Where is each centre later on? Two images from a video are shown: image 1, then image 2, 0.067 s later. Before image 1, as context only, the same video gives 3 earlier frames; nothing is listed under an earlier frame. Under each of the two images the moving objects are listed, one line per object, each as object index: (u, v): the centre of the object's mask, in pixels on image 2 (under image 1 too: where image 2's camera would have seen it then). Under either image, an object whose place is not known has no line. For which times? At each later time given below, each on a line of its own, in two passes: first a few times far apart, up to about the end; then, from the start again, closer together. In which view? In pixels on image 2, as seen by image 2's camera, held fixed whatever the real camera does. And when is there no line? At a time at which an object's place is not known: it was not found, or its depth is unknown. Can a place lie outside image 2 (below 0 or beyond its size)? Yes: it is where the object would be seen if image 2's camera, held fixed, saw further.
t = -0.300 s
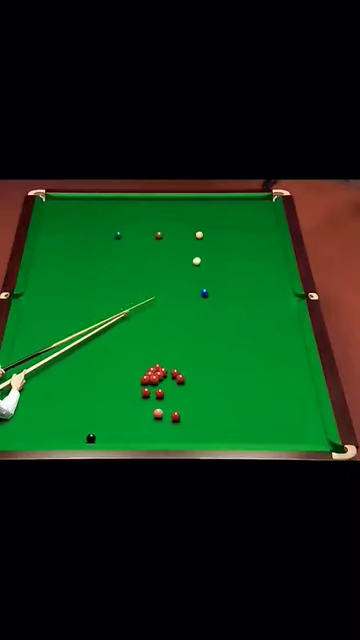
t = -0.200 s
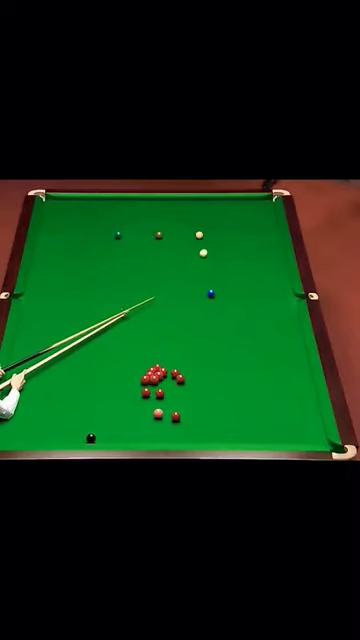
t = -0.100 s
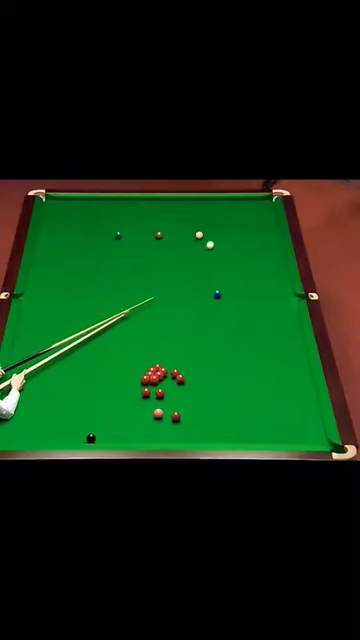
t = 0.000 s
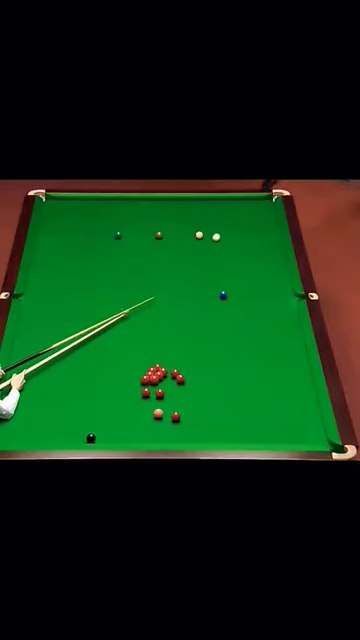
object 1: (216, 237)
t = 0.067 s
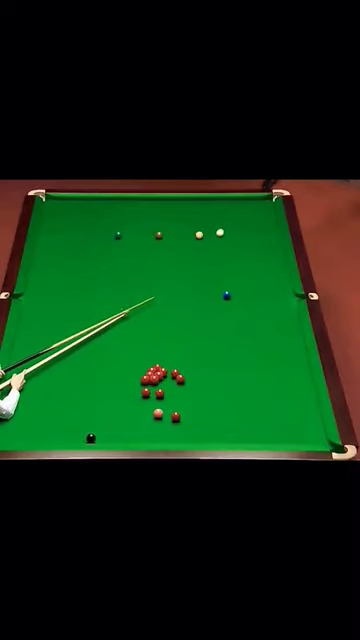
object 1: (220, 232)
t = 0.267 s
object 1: (232, 218)
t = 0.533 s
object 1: (247, 199)
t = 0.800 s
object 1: (254, 209)
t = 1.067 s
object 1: (261, 218)
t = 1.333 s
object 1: (268, 228)
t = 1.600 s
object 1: (275, 236)
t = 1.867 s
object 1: (278, 245)
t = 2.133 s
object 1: (278, 254)
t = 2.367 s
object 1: (277, 261)
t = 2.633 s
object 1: (276, 269)
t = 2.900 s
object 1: (276, 277)
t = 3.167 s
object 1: (276, 285)
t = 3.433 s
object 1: (270, 290)
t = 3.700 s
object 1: (264, 294)
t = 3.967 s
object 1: (258, 298)
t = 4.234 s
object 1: (251, 302)
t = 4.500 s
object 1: (247, 305)
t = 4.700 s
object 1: (243, 307)
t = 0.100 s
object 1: (222, 229)
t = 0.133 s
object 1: (225, 227)
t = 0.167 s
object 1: (226, 225)
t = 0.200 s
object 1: (228, 222)
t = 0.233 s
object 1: (230, 219)
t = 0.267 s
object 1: (232, 218)
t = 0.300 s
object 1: (234, 215)
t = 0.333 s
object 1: (236, 213)
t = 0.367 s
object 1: (237, 211)
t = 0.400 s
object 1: (240, 209)
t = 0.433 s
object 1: (242, 205)
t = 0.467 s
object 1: (243, 205)
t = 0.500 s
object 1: (245, 201)
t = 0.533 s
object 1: (247, 199)
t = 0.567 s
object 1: (248, 198)
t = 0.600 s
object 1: (249, 200)
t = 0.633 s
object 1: (250, 202)
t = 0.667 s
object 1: (251, 203)
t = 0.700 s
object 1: (252, 205)
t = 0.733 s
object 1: (252, 207)
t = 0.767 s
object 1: (253, 207)
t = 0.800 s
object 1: (254, 209)
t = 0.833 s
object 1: (255, 210)
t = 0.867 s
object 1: (255, 211)
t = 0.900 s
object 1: (257, 212)
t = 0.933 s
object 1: (258, 214)
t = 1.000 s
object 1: (259, 216)
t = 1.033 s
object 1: (260, 217)
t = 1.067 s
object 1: (261, 218)
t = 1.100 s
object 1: (262, 219)
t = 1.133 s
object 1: (263, 221)
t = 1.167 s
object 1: (264, 221)
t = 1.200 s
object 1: (264, 223)
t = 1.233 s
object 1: (266, 224)
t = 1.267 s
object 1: (266, 225)
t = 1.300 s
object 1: (267, 226)
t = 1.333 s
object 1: (268, 228)
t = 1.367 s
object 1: (269, 228)
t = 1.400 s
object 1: (270, 230)
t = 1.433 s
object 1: (271, 231)
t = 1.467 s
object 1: (272, 232)
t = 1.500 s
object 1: (273, 233)
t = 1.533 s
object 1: (274, 234)
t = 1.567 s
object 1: (274, 235)
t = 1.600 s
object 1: (275, 236)
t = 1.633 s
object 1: (276, 238)
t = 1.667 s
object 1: (277, 239)
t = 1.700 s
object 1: (278, 240)
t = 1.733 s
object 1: (278, 241)
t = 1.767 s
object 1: (278, 242)
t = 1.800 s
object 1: (278, 243)
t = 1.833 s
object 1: (278, 244)
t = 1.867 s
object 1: (278, 245)
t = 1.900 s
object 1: (278, 246)
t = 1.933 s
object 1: (278, 248)
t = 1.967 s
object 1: (278, 248)
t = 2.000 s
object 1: (278, 249)
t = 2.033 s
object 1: (278, 251)
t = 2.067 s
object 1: (278, 251)
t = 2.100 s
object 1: (278, 253)
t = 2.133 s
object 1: (278, 254)
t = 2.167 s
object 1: (277, 254)
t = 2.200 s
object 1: (277, 256)
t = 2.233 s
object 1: (277, 257)
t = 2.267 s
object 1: (277, 258)
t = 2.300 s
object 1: (277, 259)
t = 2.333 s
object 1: (277, 260)
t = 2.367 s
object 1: (277, 261)
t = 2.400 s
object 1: (277, 262)
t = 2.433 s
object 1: (277, 263)
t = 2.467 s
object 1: (277, 264)
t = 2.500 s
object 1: (277, 265)
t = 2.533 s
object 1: (277, 266)
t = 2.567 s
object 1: (277, 267)
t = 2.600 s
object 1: (277, 268)
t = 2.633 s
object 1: (276, 269)
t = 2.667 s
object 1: (277, 270)
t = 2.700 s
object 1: (276, 271)
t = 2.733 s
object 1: (276, 272)
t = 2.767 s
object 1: (276, 273)
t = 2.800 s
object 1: (276, 274)
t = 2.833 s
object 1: (276, 275)
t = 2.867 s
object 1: (276, 276)
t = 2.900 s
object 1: (276, 277)
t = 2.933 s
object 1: (276, 278)
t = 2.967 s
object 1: (276, 279)
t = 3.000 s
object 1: (276, 280)
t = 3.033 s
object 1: (276, 281)
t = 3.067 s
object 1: (276, 282)
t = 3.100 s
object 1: (276, 283)
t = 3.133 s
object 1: (276, 284)
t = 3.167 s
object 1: (276, 285)
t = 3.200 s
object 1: (276, 286)
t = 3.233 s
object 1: (275, 287)
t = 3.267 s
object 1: (275, 287)
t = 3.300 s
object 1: (274, 288)
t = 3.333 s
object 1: (273, 289)
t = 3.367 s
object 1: (272, 289)
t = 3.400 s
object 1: (271, 290)
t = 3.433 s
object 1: (270, 290)
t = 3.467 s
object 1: (270, 291)
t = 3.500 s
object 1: (269, 291)
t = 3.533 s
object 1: (268, 292)
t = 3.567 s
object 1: (267, 292)
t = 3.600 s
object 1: (266, 293)
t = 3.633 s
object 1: (265, 293)
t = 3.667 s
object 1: (265, 294)
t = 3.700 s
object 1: (264, 294)
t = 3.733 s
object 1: (263, 295)
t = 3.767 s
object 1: (262, 295)
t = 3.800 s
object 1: (261, 296)
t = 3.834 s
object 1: (261, 296)
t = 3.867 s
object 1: (260, 297)
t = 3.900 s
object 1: (259, 297)
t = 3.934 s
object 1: (258, 298)
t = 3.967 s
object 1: (258, 298)
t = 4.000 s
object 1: (257, 299)
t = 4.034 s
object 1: (256, 299)
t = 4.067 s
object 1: (255, 299)
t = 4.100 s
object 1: (254, 300)
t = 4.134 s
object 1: (253, 300)
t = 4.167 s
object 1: (253, 301)
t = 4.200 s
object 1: (252, 301)
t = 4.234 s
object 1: (251, 302)
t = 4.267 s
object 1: (251, 302)
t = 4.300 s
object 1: (250, 302)
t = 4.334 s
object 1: (250, 303)
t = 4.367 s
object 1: (249, 303)
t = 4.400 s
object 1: (248, 304)
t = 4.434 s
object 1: (248, 304)
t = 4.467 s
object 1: (247, 304)
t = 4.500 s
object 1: (247, 305)
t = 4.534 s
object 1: (246, 305)
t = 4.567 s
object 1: (246, 305)
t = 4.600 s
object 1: (245, 306)
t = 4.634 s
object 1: (244, 306)
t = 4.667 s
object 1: (244, 306)
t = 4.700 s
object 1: (243, 307)
